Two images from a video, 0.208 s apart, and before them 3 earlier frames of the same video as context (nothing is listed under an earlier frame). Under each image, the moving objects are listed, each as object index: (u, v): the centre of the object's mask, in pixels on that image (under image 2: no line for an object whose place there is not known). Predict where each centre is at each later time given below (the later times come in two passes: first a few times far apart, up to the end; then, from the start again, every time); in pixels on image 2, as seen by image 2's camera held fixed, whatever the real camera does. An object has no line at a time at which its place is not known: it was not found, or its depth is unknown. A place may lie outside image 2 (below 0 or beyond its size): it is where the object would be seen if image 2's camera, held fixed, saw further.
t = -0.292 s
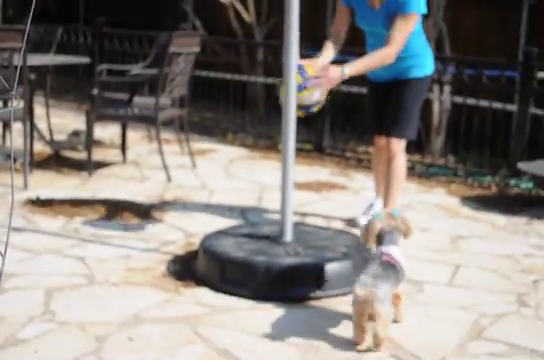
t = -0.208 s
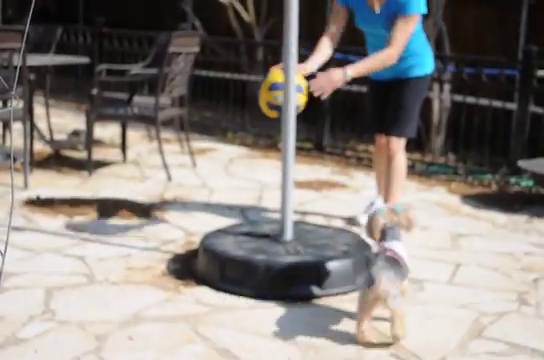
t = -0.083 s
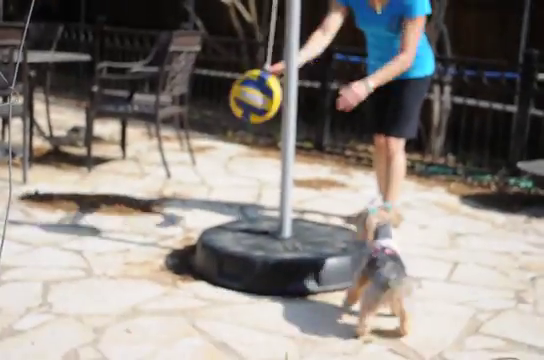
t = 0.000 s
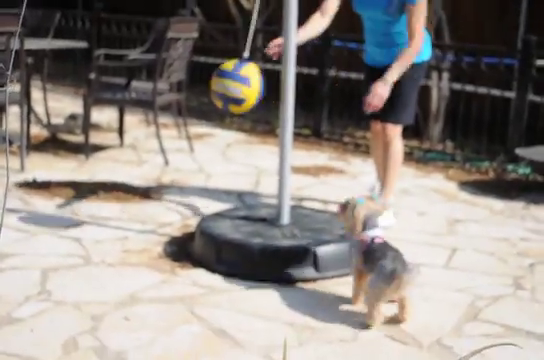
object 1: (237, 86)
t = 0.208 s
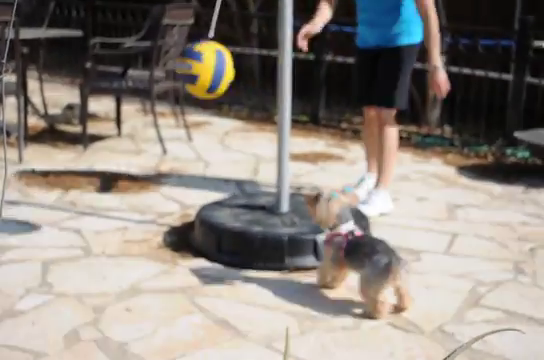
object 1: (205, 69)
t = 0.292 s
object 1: (200, 66)
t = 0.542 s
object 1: (208, 58)
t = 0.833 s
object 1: (260, 67)
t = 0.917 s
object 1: (282, 76)
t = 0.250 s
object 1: (202, 68)
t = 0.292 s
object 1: (200, 66)
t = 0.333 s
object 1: (203, 64)
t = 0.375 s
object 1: (203, 62)
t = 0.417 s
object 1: (203, 61)
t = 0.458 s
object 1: (204, 60)
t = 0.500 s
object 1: (206, 58)
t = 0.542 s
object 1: (208, 58)
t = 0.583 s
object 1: (211, 59)
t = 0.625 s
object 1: (217, 60)
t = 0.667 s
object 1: (225, 61)
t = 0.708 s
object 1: (234, 61)
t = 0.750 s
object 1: (242, 63)
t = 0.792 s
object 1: (250, 65)
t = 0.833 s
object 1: (260, 67)
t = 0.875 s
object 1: (271, 72)
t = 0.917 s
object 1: (282, 76)
